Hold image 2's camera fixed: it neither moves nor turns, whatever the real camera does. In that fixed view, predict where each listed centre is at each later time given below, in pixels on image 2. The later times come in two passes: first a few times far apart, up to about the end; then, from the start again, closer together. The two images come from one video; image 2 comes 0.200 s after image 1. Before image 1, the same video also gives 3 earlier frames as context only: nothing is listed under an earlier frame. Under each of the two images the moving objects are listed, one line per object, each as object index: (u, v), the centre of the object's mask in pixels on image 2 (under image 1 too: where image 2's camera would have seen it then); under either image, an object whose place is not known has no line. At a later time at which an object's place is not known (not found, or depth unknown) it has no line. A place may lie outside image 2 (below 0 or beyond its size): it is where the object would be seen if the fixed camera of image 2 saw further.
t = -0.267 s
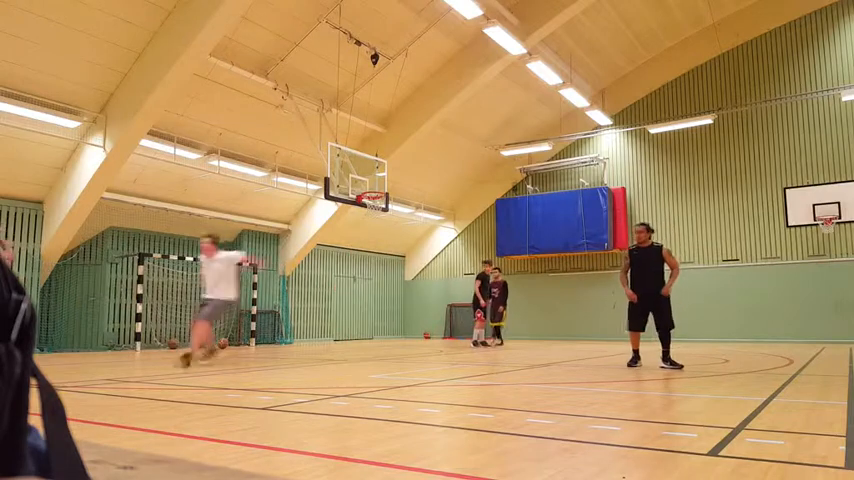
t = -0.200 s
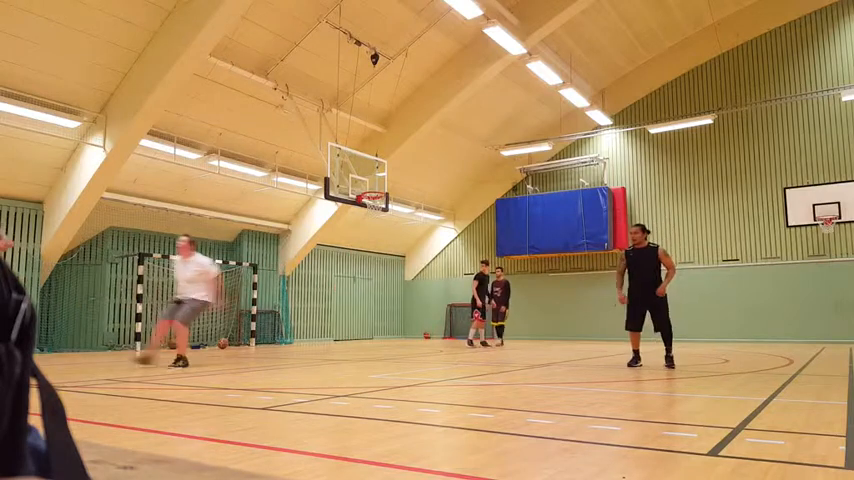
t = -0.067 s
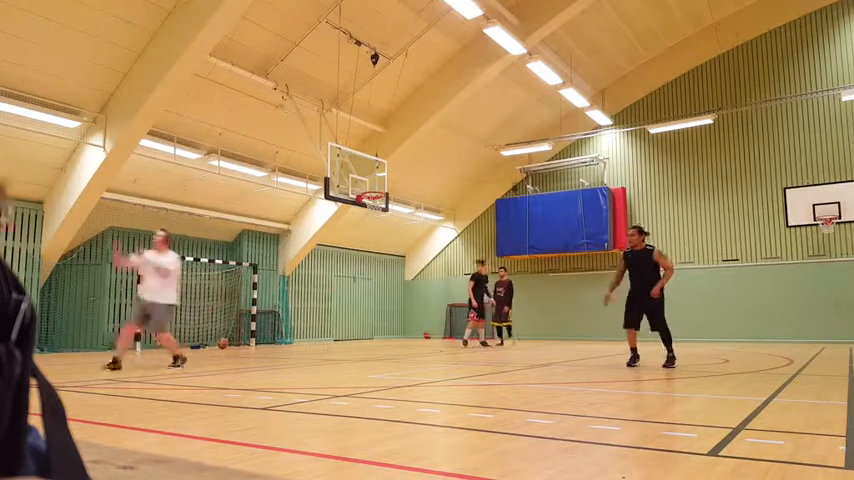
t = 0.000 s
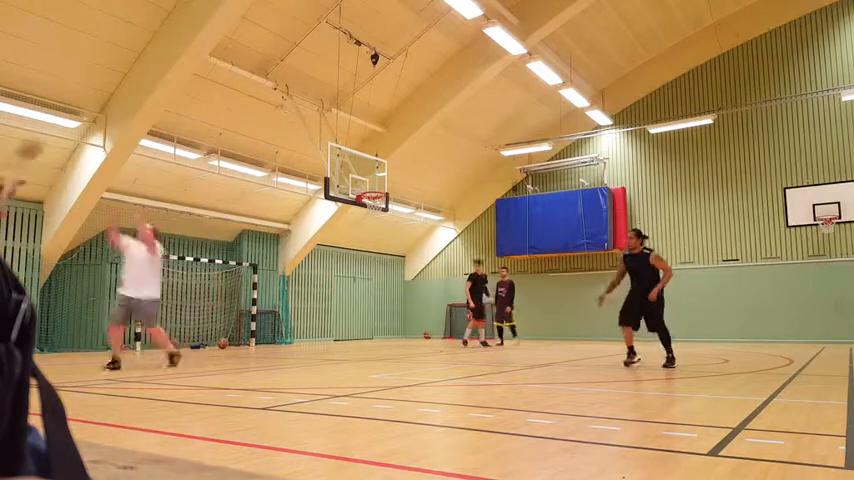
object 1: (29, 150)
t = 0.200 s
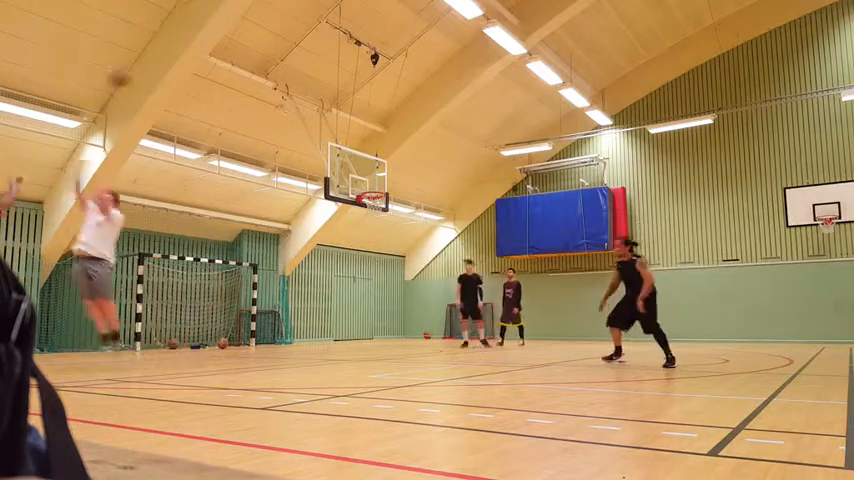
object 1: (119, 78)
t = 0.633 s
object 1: (254, 50)
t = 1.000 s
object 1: (331, 114)
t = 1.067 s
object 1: (344, 131)
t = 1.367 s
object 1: (389, 178)
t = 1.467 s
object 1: (402, 170)
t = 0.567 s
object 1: (237, 46)
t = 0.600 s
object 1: (246, 49)
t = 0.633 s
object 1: (254, 50)
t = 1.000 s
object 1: (331, 114)
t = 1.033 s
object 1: (338, 122)
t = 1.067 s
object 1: (344, 131)
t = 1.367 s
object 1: (389, 178)
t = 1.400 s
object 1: (393, 175)
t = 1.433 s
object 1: (398, 172)
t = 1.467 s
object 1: (402, 170)
